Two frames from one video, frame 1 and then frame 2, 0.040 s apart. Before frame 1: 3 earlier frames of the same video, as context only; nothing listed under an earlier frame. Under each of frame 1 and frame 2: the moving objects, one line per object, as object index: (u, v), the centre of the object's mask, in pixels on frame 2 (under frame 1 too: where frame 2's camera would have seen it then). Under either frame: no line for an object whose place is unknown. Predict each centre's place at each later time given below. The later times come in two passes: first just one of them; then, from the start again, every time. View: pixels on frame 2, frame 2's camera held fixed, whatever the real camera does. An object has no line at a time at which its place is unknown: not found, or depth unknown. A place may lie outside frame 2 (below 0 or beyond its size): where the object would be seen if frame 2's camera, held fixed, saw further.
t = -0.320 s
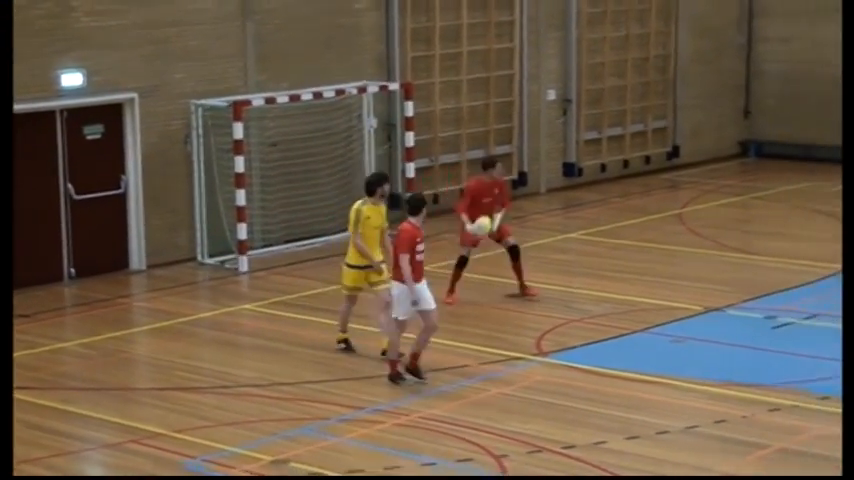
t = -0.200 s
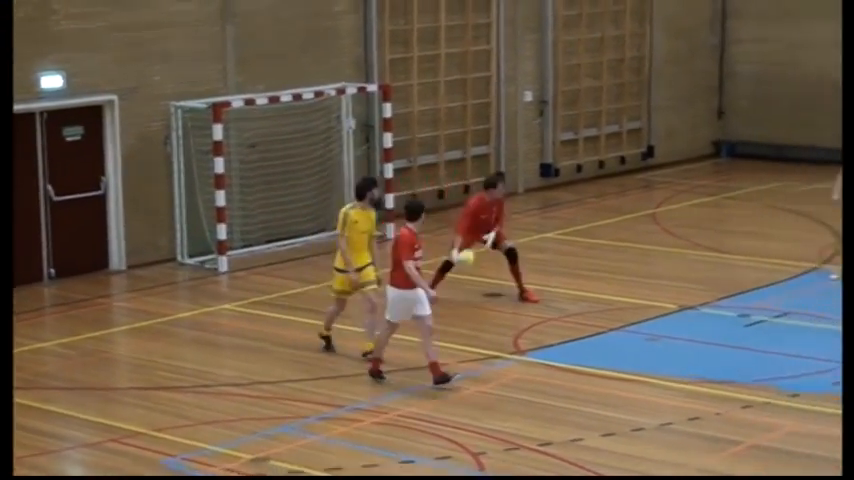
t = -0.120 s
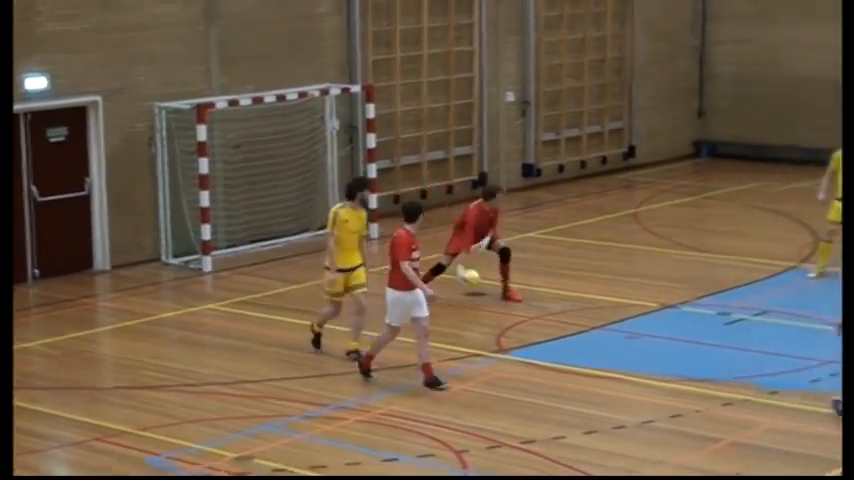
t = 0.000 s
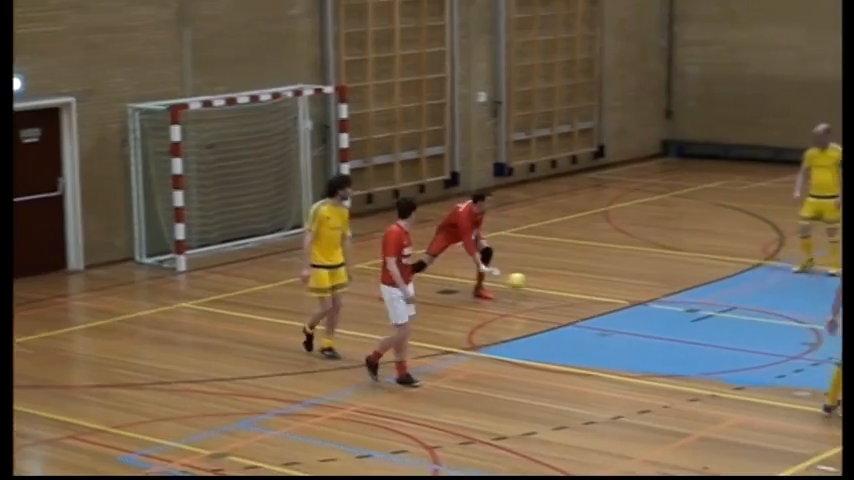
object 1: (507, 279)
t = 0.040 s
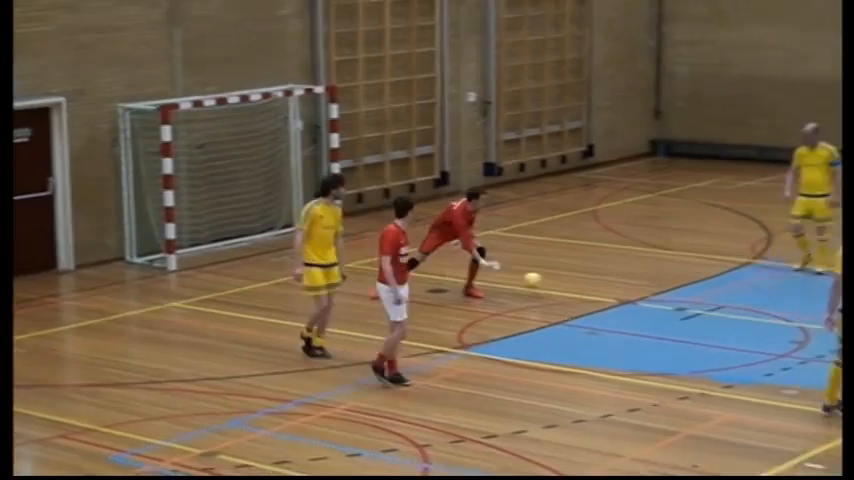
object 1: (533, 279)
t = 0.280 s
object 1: (669, 278)
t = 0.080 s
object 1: (565, 282)
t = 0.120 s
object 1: (585, 286)
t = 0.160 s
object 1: (607, 285)
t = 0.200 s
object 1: (628, 282)
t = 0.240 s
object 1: (649, 279)
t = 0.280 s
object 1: (669, 278)
